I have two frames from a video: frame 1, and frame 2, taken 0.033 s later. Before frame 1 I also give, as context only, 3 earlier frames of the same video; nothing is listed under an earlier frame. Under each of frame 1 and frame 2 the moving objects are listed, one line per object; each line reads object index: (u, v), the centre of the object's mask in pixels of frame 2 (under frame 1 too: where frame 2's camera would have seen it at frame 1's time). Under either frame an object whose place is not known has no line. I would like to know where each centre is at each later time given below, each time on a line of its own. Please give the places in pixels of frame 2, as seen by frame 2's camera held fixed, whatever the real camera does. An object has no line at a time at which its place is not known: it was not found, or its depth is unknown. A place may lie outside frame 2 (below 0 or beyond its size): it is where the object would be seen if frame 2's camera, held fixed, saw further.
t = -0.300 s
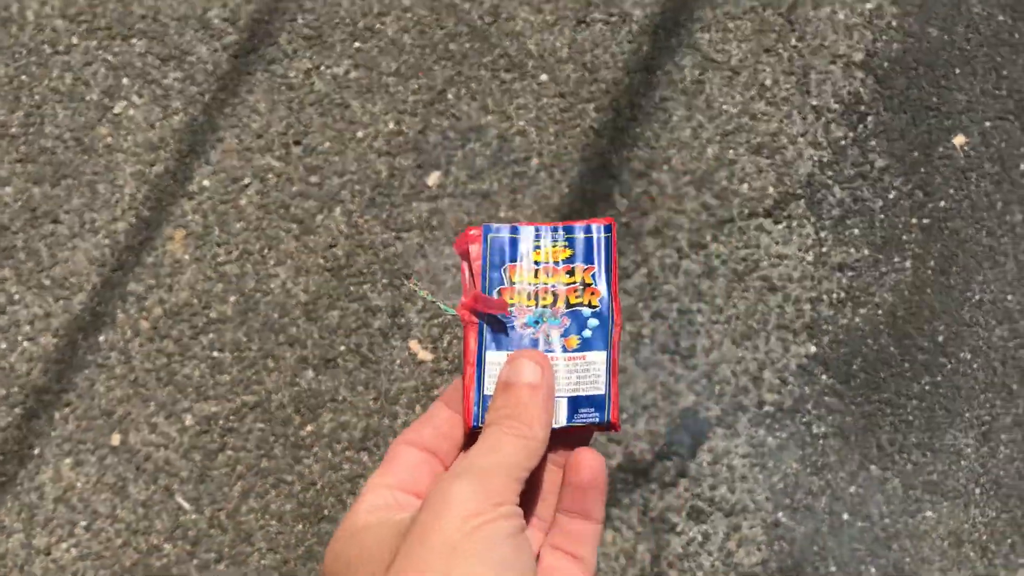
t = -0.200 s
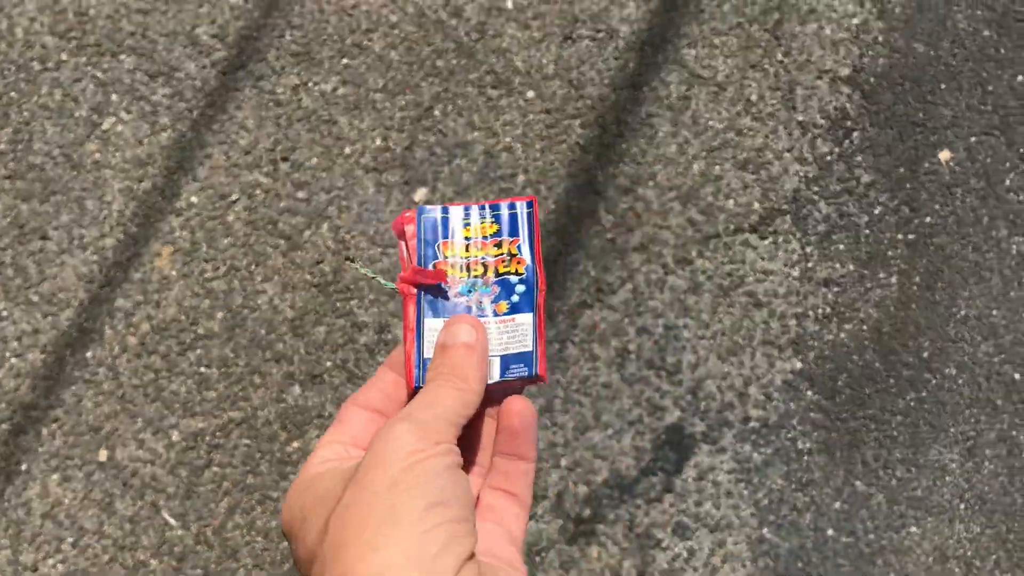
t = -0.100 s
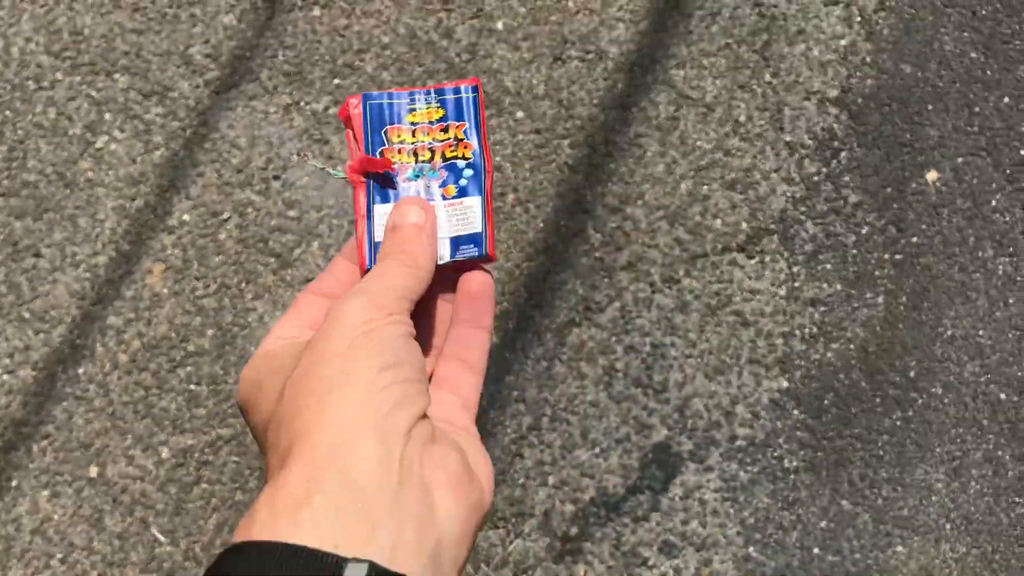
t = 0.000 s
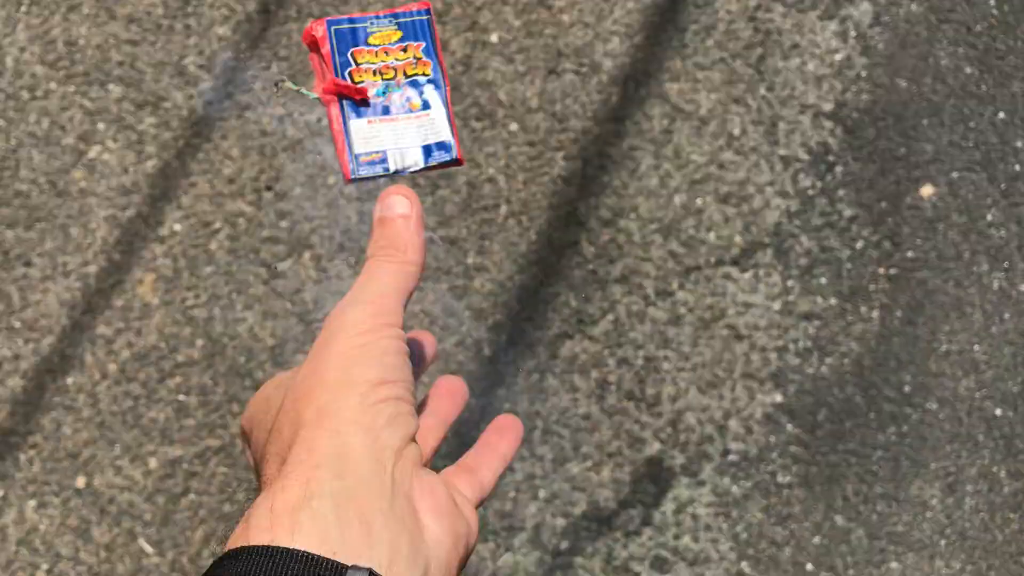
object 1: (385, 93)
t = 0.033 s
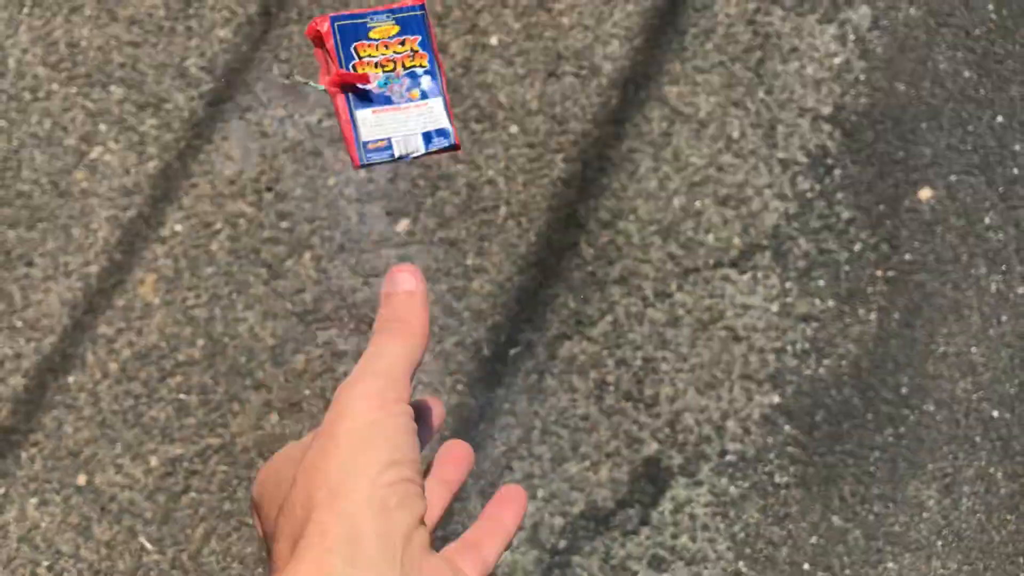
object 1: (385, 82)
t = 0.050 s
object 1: (386, 80)
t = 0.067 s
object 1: (389, 80)
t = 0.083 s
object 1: (392, 83)
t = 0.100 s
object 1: (396, 88)
